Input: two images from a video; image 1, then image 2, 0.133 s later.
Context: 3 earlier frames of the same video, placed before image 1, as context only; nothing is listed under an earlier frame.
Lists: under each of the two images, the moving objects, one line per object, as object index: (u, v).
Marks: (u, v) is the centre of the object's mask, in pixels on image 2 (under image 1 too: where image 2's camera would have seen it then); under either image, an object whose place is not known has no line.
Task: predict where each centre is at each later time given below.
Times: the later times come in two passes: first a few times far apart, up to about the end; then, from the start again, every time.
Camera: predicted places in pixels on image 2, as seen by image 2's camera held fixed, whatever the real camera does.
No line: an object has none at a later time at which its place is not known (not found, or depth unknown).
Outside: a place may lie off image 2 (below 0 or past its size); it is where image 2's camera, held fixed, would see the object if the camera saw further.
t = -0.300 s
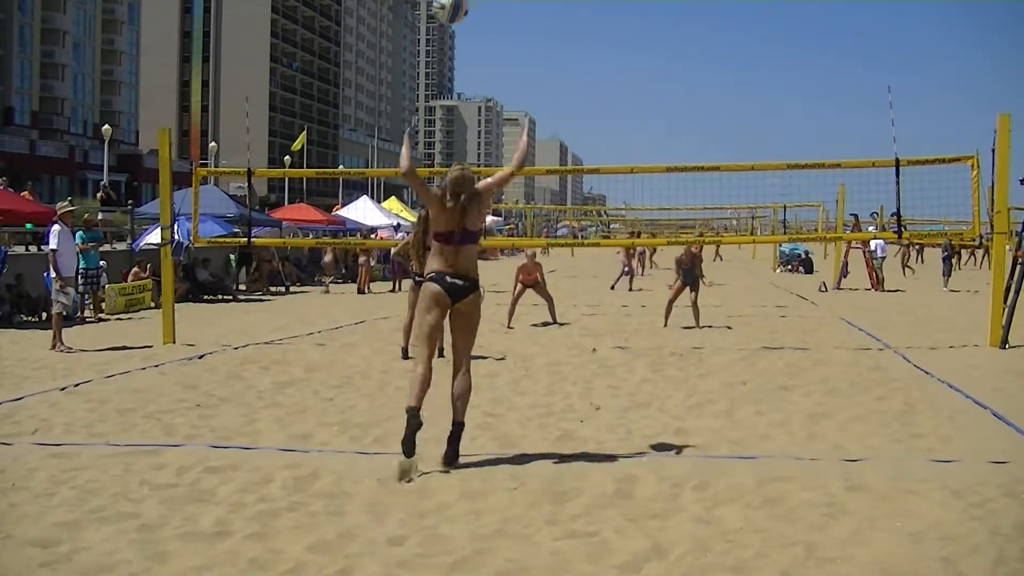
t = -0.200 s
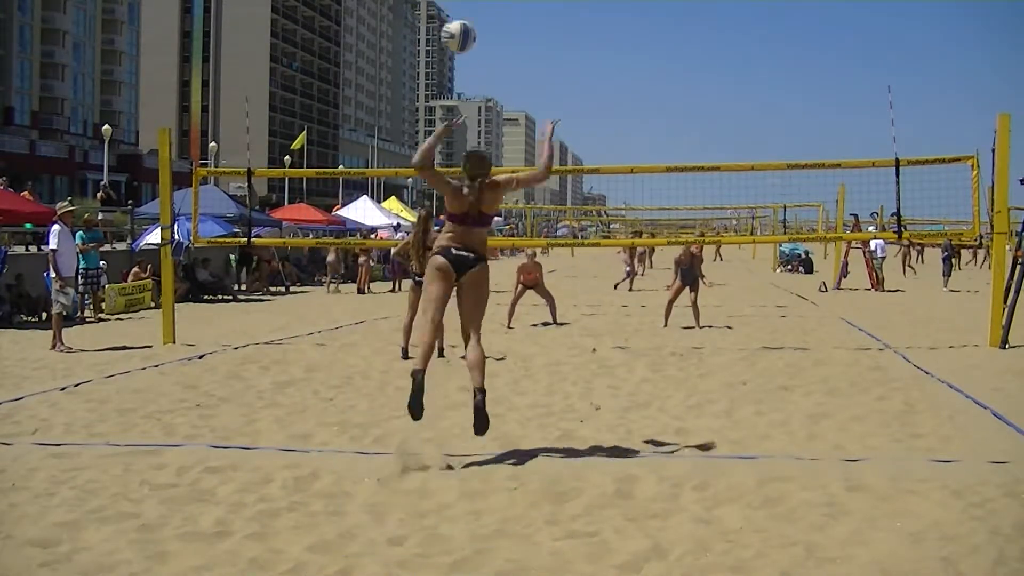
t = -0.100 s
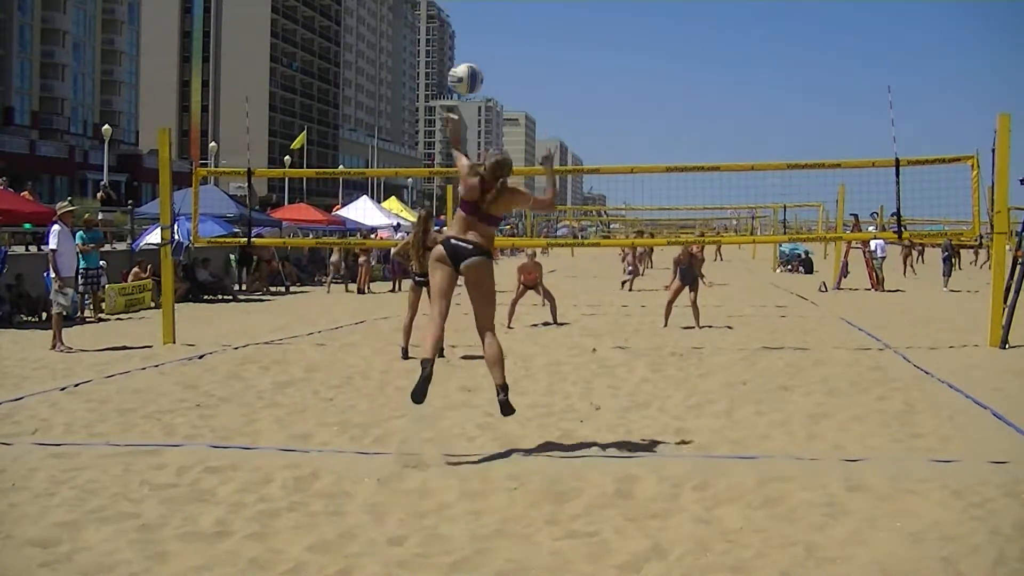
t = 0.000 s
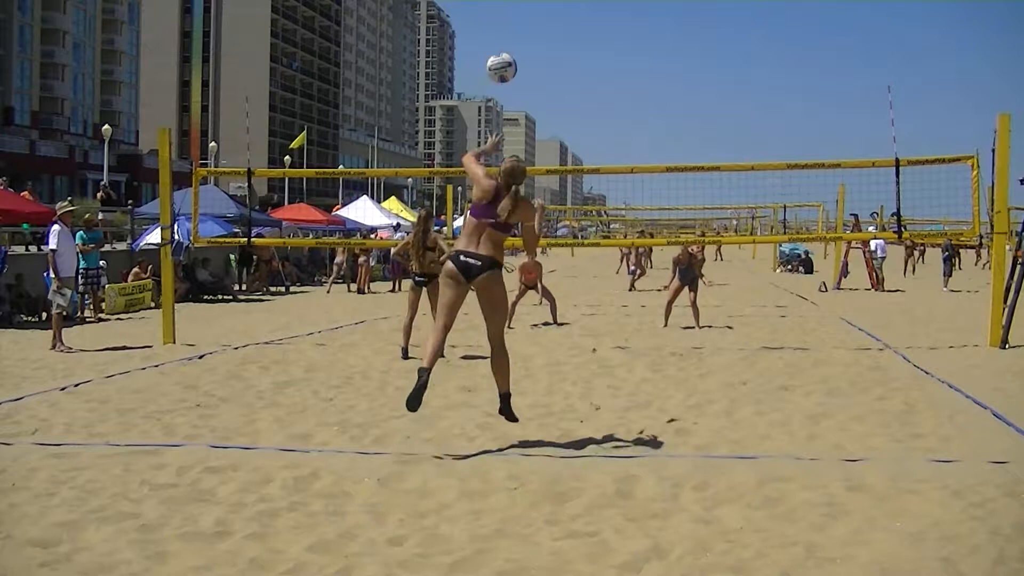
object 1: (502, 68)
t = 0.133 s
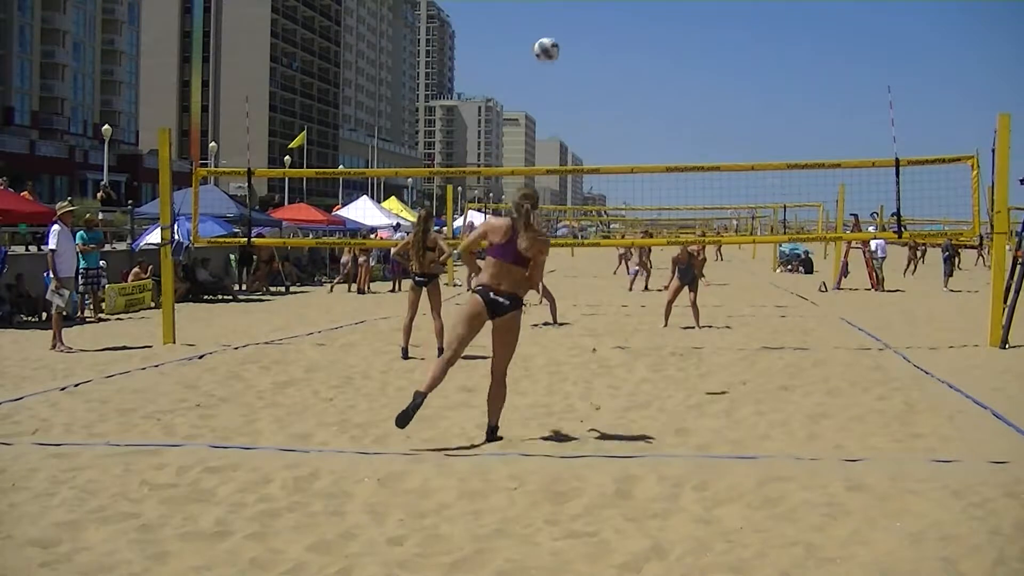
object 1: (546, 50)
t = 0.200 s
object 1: (564, 51)
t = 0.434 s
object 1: (600, 79)
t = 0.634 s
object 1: (618, 118)
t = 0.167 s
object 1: (555, 50)
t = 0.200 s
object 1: (564, 51)
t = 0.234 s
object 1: (569, 53)
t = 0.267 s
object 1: (577, 56)
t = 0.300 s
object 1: (582, 60)
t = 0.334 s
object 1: (587, 64)
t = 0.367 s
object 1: (591, 69)
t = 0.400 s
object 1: (596, 74)
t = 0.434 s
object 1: (600, 79)
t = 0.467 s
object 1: (604, 84)
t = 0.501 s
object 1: (607, 90)
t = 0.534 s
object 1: (610, 96)
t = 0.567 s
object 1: (613, 103)
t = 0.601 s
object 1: (616, 110)
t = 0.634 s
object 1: (618, 118)
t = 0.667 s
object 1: (620, 126)
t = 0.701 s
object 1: (622, 134)
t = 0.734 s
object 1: (624, 144)
